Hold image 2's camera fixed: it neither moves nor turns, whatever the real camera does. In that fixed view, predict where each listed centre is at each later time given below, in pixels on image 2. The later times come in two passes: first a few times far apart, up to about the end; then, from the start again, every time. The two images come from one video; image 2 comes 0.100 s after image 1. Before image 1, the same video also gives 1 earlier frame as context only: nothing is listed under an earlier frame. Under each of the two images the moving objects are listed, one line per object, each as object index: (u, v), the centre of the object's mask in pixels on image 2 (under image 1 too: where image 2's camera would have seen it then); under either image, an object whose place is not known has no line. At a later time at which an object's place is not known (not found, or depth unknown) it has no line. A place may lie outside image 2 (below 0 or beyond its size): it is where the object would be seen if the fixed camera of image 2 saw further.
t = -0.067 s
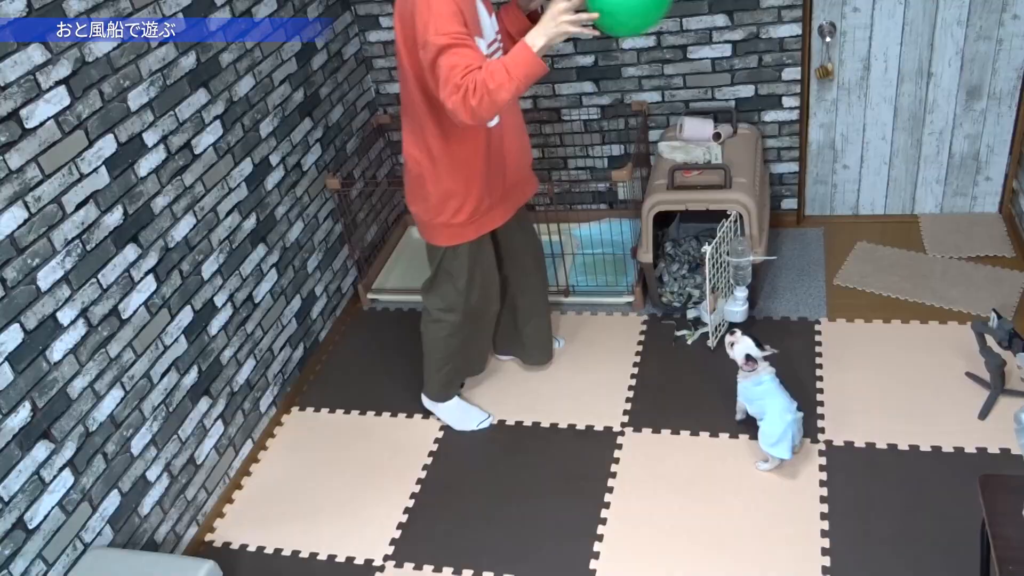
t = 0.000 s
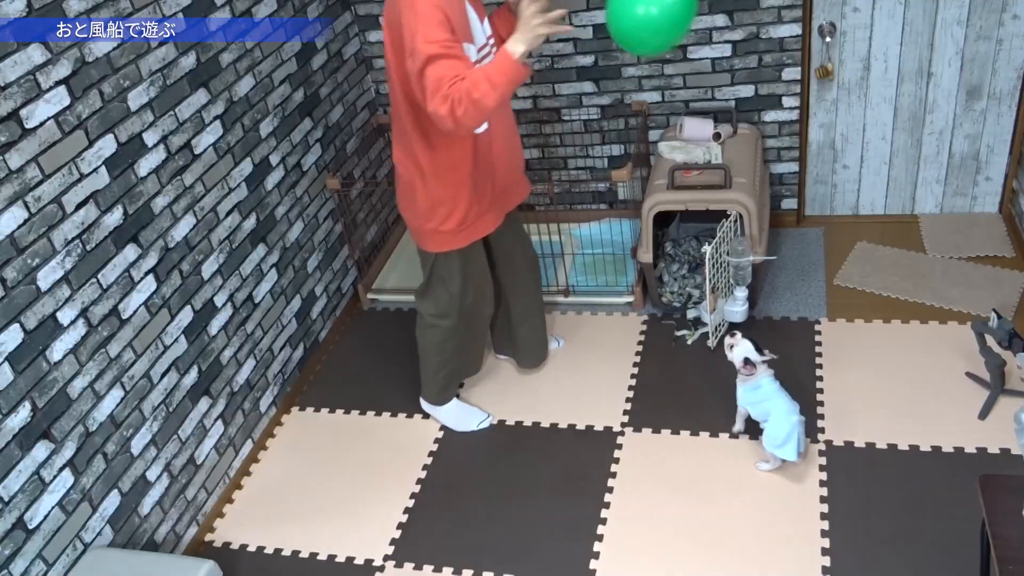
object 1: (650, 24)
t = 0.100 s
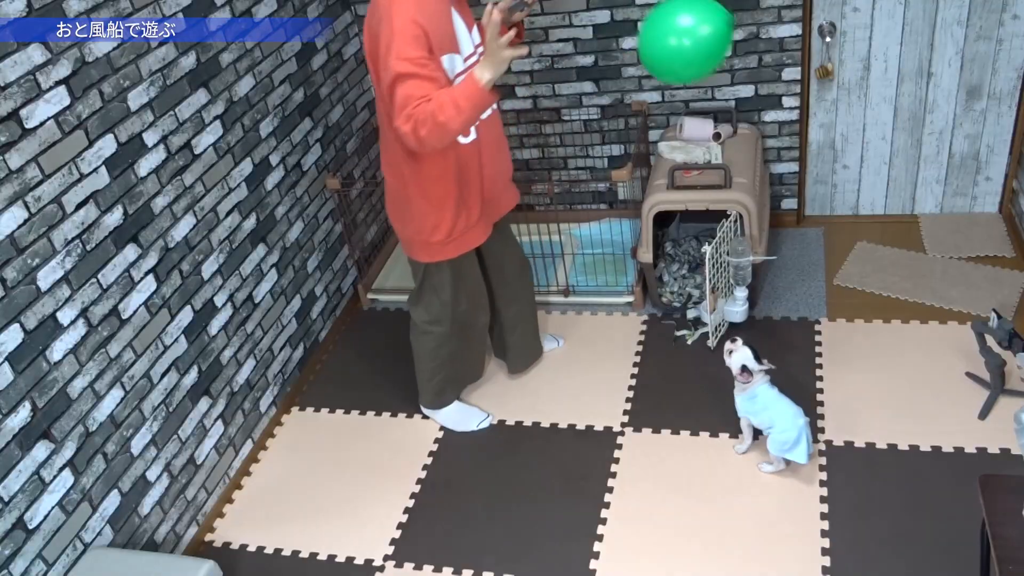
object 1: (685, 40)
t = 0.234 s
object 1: (729, 83)
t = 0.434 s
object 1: (783, 160)
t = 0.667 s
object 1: (819, 258)
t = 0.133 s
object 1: (697, 49)
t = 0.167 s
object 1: (708, 60)
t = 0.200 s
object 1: (719, 72)
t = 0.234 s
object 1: (729, 83)
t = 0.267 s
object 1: (739, 95)
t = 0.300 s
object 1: (749, 108)
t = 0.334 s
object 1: (758, 120)
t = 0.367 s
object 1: (767, 133)
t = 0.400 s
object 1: (775, 146)
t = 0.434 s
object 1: (783, 160)
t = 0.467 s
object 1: (790, 174)
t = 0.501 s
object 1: (797, 187)
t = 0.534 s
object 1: (802, 201)
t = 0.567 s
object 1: (807, 215)
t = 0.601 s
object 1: (812, 230)
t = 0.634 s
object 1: (815, 243)
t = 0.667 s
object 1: (819, 258)
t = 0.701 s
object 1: (821, 272)
